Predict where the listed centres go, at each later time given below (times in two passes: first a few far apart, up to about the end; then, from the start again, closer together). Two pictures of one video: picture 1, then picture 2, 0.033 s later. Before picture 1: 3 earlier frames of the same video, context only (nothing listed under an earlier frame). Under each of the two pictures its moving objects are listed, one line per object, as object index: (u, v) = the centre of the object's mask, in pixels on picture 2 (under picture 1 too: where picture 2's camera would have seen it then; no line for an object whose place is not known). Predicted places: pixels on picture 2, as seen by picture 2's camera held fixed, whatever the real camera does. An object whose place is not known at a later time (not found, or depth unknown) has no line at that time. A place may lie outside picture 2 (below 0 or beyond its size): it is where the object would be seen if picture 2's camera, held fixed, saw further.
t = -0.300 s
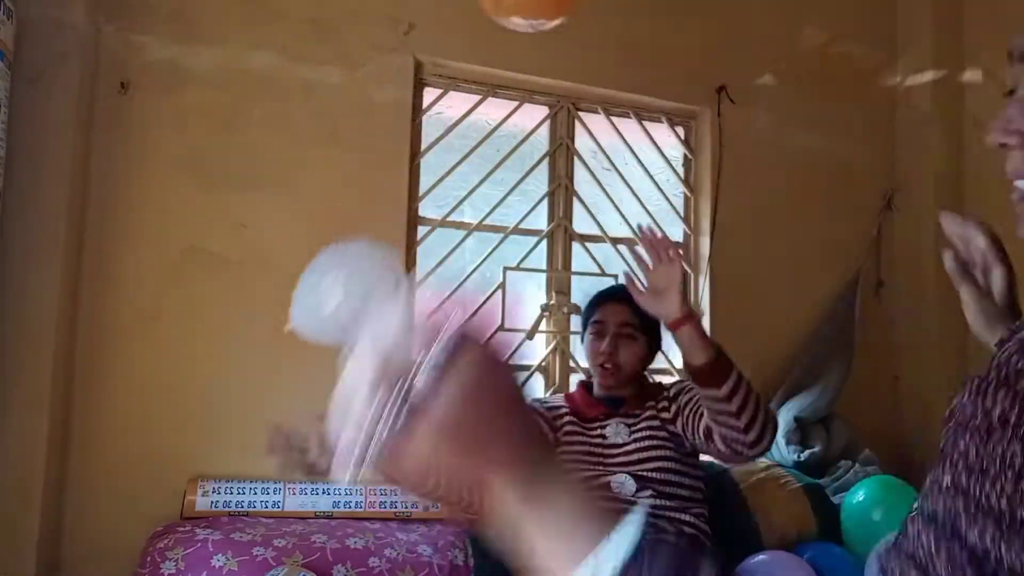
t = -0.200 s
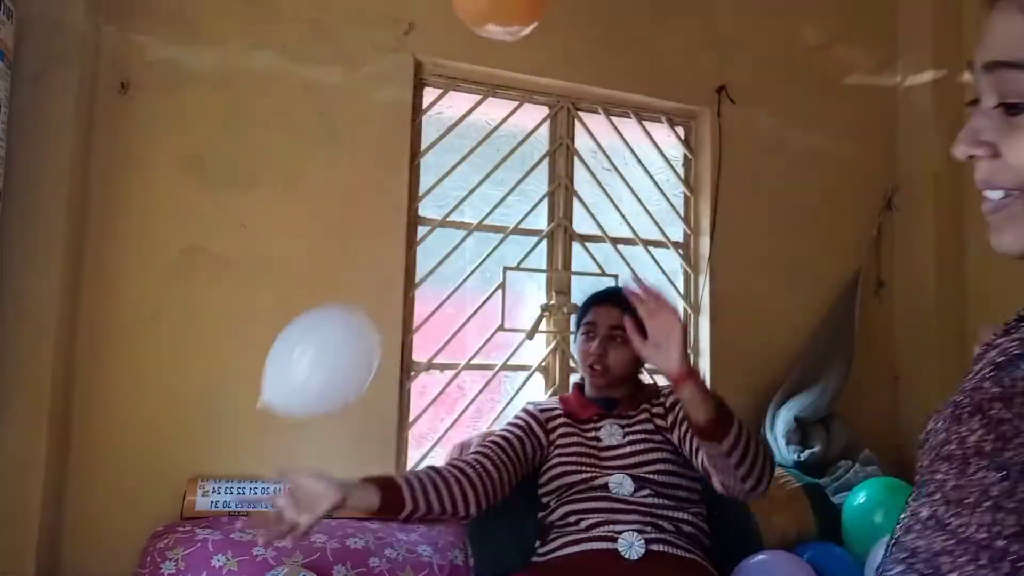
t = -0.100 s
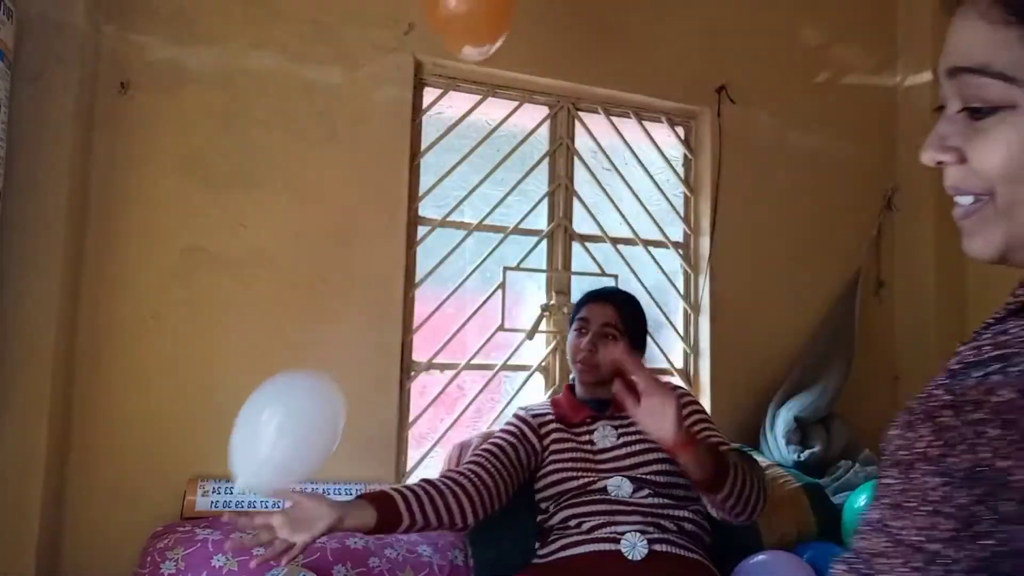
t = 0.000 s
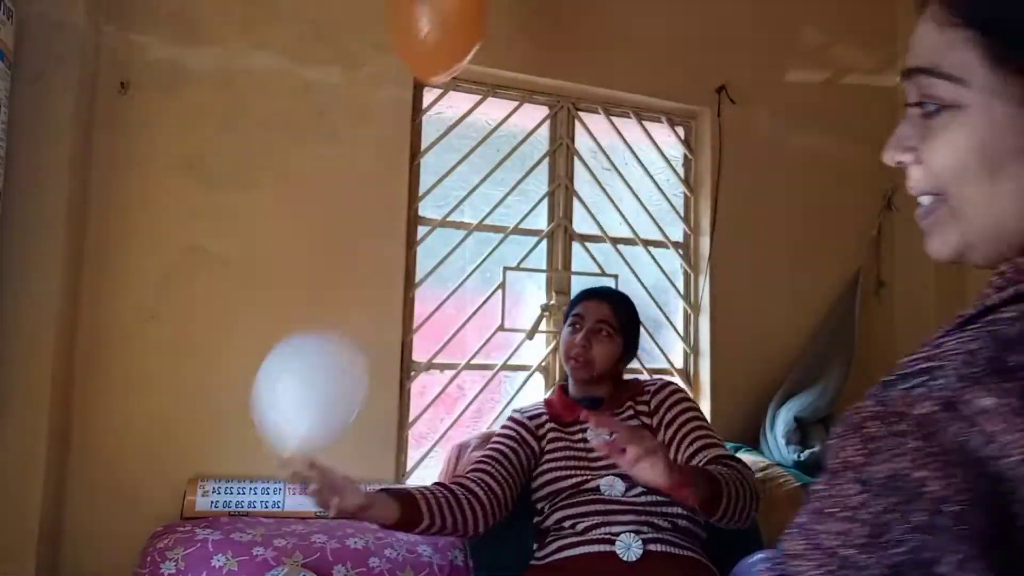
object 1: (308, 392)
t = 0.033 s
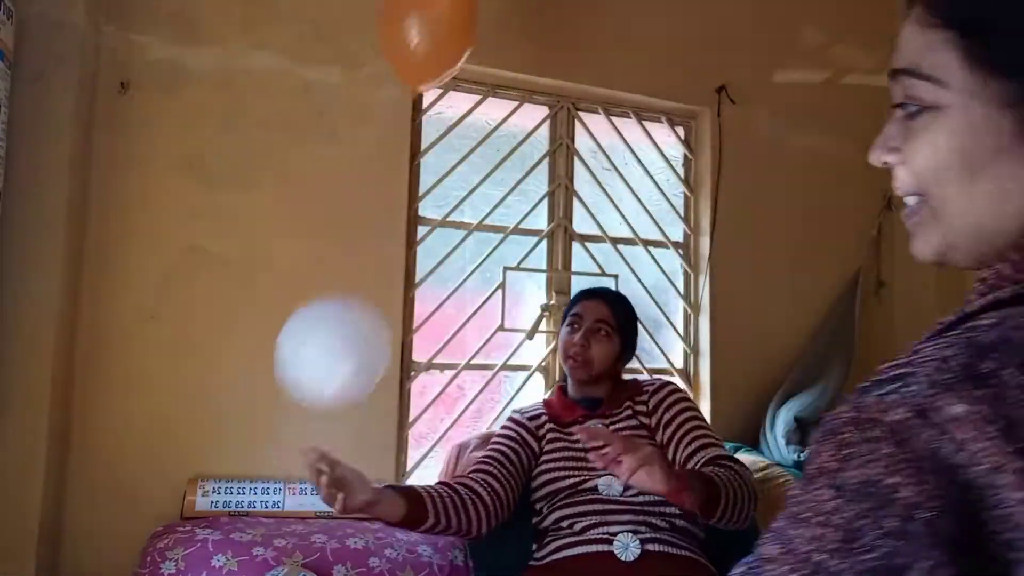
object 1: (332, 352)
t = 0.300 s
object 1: (508, 158)
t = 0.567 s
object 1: (600, 139)
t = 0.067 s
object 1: (354, 318)
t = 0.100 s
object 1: (373, 287)
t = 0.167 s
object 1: (415, 235)
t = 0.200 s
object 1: (438, 210)
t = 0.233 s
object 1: (461, 189)
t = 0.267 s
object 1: (483, 172)
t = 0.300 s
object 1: (508, 158)
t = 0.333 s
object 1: (525, 145)
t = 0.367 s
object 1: (540, 139)
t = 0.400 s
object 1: (554, 135)
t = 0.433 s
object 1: (566, 133)
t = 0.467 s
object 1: (576, 133)
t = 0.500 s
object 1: (585, 133)
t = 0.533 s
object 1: (593, 135)
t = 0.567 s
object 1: (600, 139)
